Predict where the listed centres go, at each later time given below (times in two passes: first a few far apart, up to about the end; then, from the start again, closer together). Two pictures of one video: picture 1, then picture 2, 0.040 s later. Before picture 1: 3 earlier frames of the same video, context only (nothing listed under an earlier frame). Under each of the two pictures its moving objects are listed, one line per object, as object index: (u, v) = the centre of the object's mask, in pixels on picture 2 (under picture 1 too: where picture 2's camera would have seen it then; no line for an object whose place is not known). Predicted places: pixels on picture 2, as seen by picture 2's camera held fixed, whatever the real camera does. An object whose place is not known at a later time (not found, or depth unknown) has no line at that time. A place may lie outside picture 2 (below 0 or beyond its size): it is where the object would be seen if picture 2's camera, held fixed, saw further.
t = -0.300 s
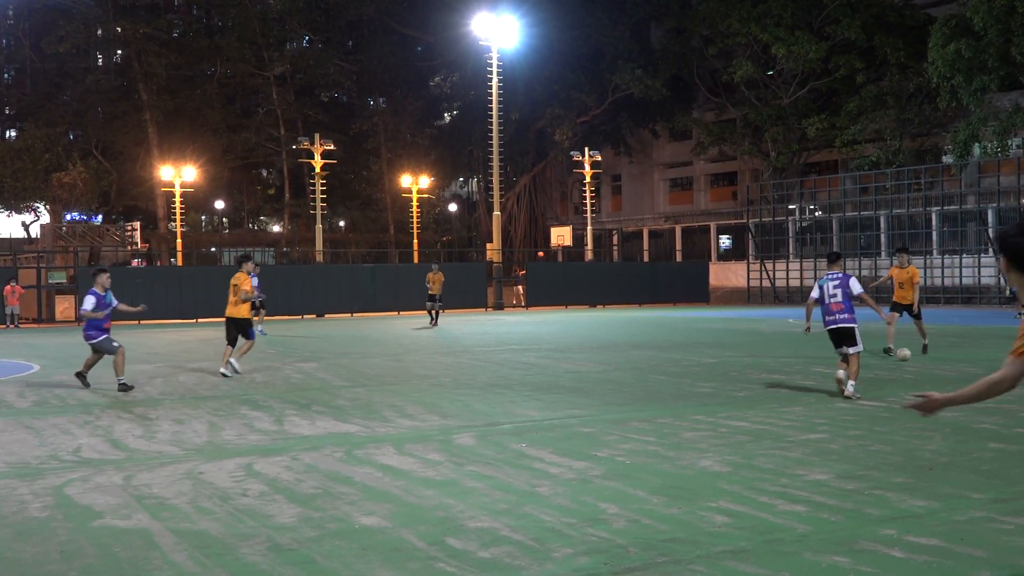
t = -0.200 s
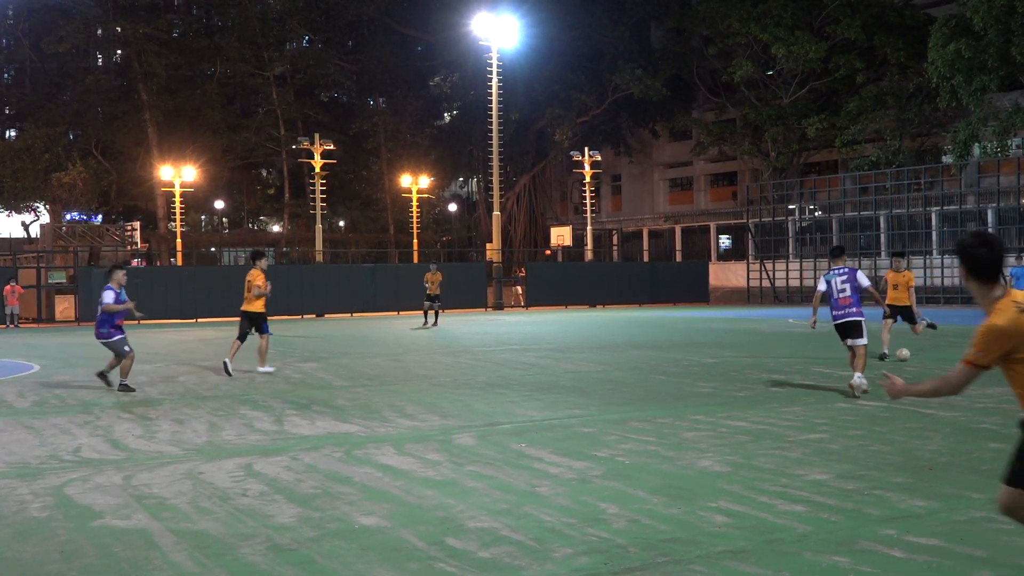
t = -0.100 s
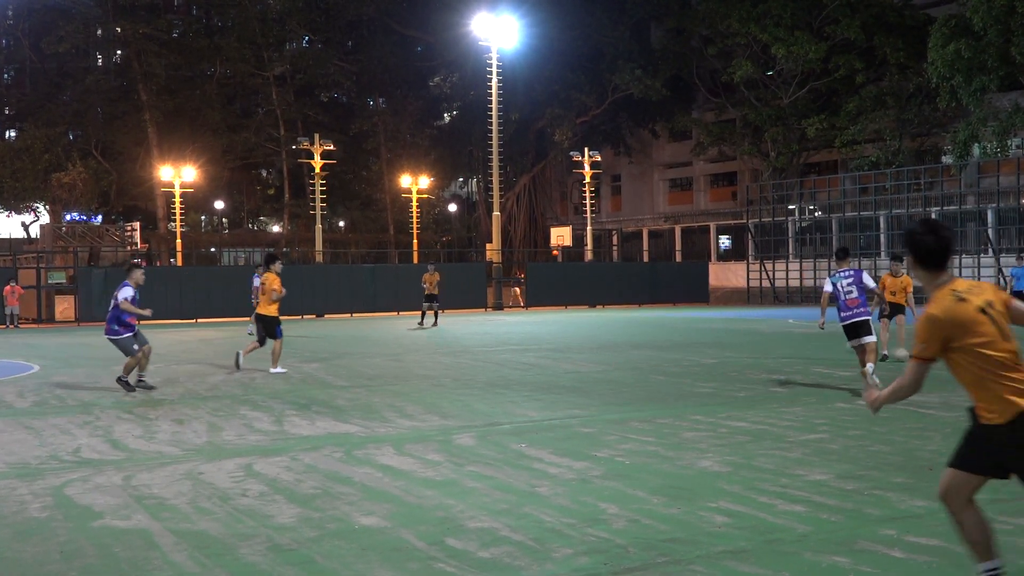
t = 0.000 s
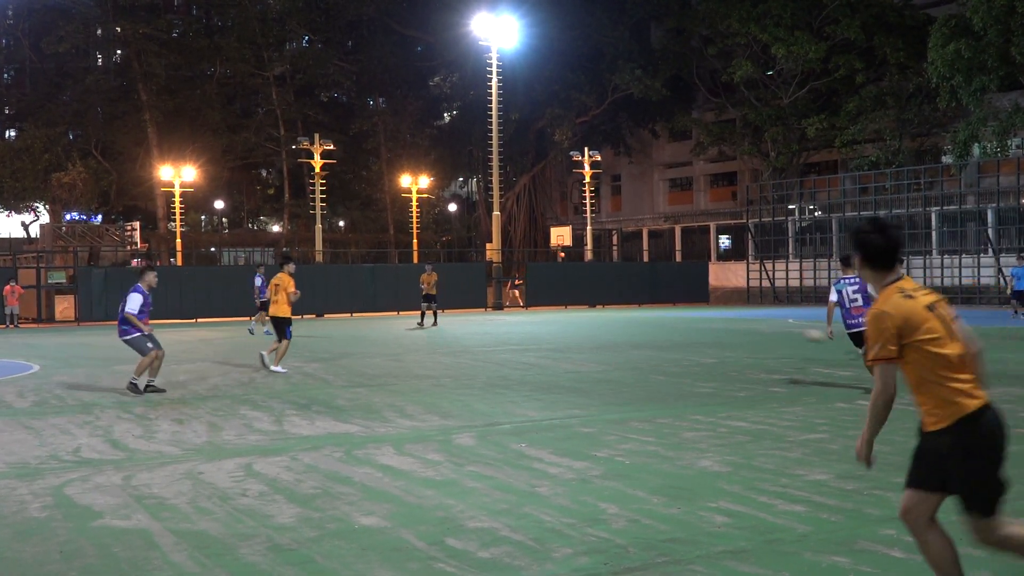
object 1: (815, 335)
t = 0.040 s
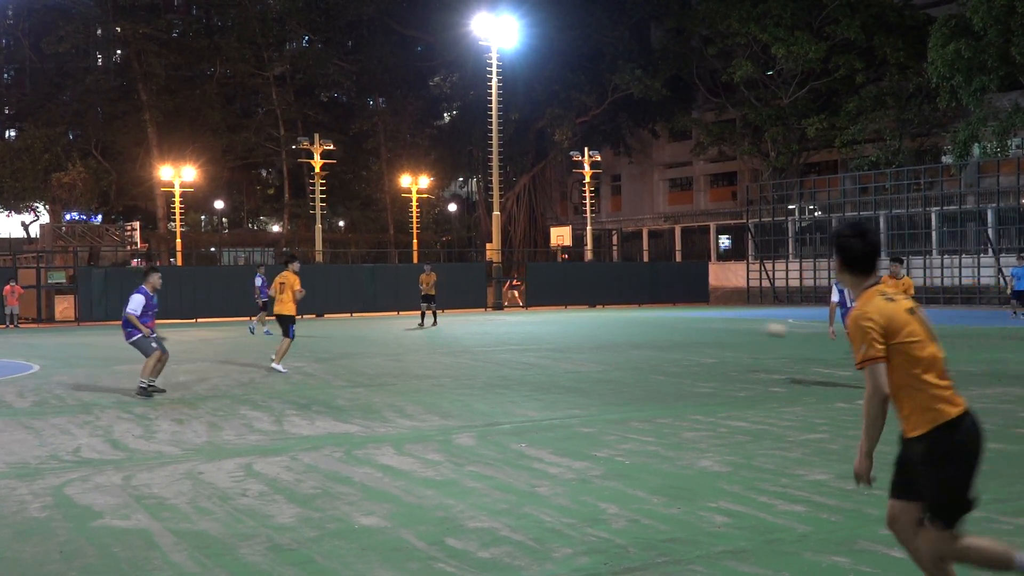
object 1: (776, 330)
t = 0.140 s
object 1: (667, 321)
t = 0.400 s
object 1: (291, 331)
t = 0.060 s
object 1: (756, 327)
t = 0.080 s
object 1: (735, 325)
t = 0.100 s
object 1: (714, 323)
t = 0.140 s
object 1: (667, 321)
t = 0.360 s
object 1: (359, 325)
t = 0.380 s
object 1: (324, 327)
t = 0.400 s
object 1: (291, 331)
